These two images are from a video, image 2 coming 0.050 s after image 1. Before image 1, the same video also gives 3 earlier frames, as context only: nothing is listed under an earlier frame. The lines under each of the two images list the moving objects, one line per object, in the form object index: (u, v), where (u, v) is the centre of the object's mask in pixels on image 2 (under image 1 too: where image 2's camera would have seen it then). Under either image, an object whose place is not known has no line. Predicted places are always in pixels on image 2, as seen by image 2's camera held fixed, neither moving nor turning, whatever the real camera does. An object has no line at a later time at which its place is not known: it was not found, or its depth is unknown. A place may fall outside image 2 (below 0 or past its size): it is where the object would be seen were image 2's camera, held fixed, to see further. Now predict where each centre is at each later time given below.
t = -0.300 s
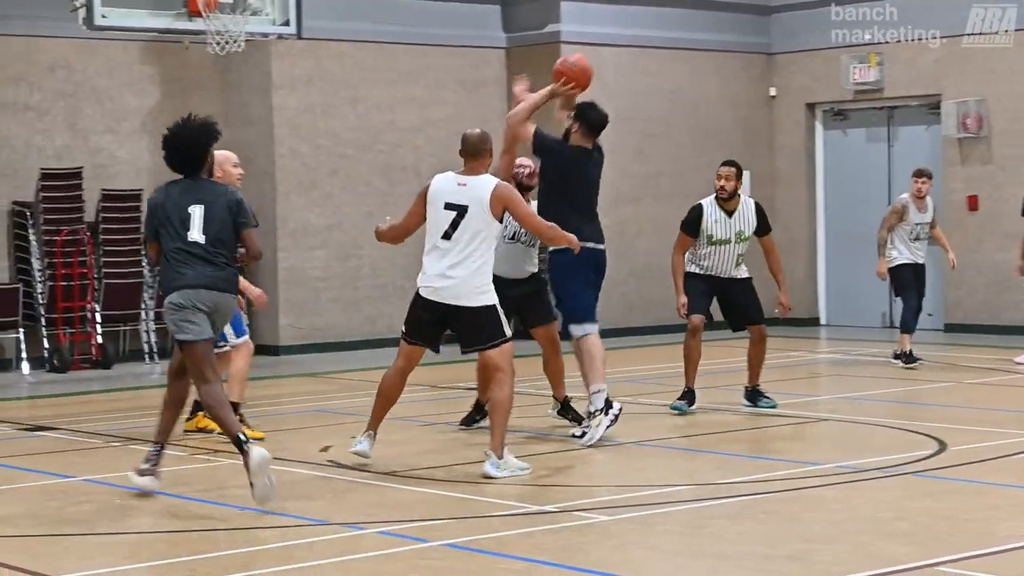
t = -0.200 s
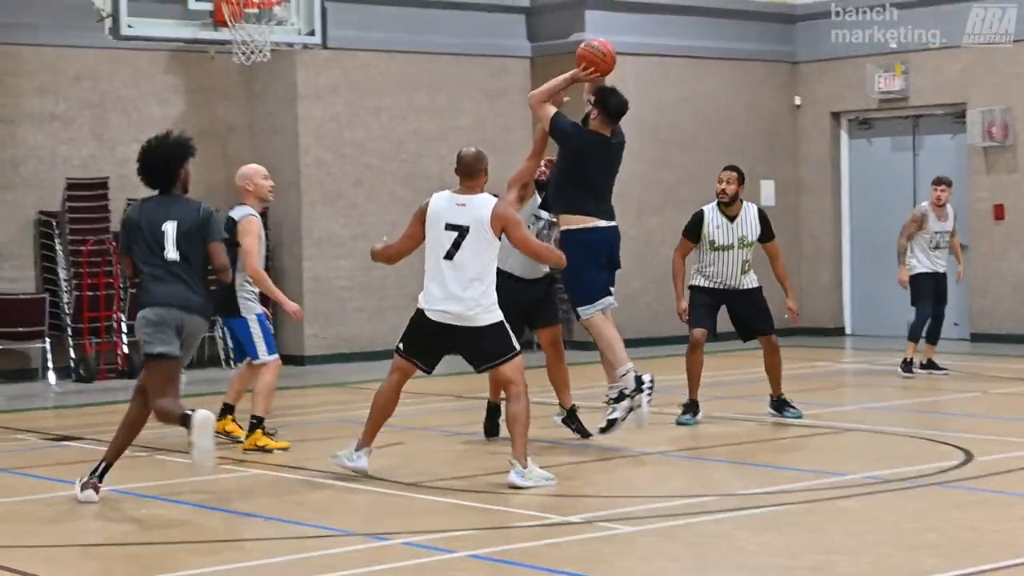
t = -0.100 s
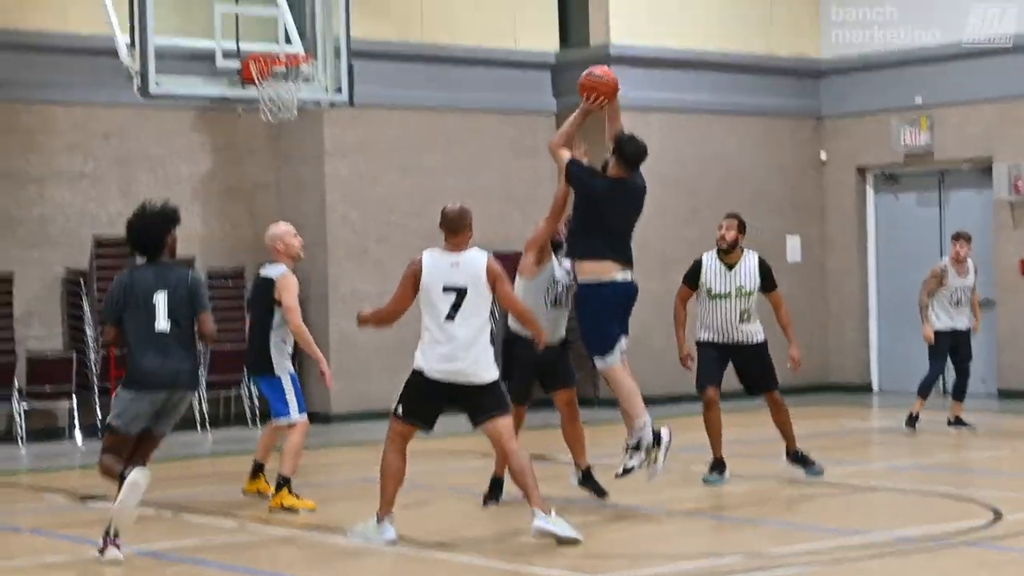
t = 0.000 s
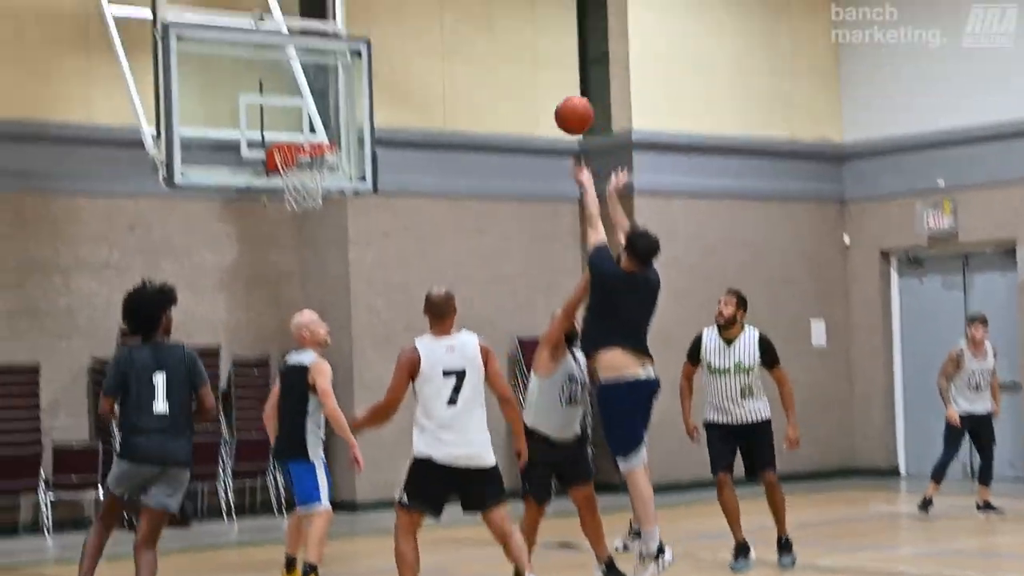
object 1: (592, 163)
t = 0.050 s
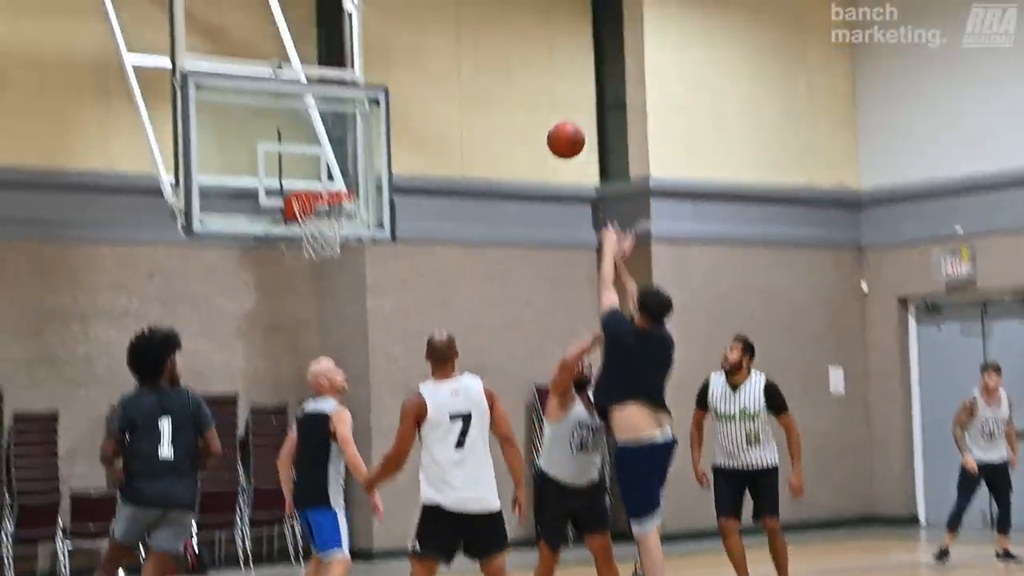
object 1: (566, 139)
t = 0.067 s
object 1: (558, 133)
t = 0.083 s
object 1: (550, 127)
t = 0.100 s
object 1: (542, 122)
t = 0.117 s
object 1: (534, 117)
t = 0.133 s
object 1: (527, 112)
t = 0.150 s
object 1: (520, 109)
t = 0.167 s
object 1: (512, 105)
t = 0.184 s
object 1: (505, 102)
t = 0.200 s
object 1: (498, 100)
